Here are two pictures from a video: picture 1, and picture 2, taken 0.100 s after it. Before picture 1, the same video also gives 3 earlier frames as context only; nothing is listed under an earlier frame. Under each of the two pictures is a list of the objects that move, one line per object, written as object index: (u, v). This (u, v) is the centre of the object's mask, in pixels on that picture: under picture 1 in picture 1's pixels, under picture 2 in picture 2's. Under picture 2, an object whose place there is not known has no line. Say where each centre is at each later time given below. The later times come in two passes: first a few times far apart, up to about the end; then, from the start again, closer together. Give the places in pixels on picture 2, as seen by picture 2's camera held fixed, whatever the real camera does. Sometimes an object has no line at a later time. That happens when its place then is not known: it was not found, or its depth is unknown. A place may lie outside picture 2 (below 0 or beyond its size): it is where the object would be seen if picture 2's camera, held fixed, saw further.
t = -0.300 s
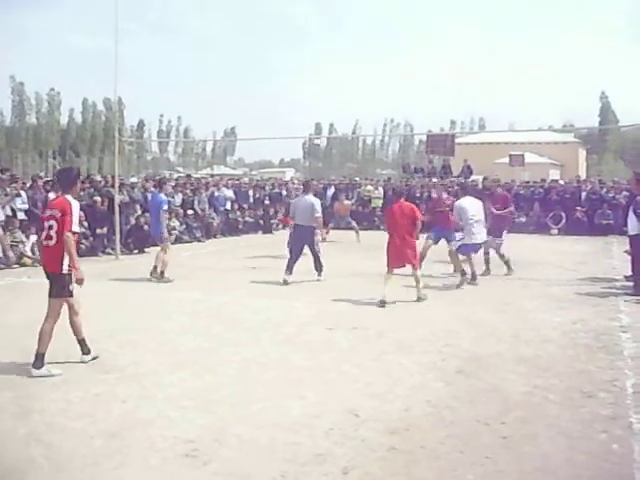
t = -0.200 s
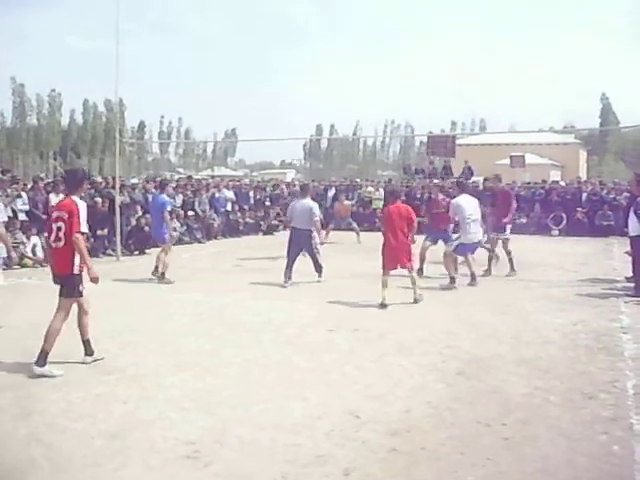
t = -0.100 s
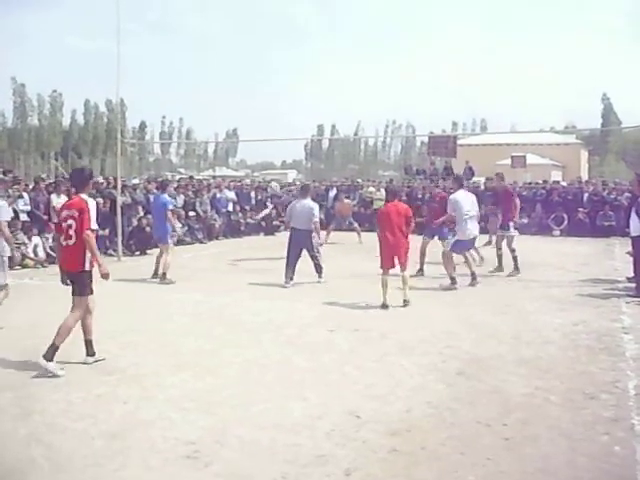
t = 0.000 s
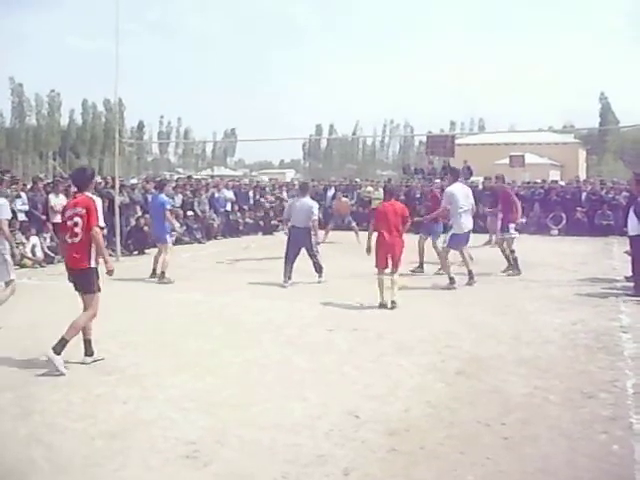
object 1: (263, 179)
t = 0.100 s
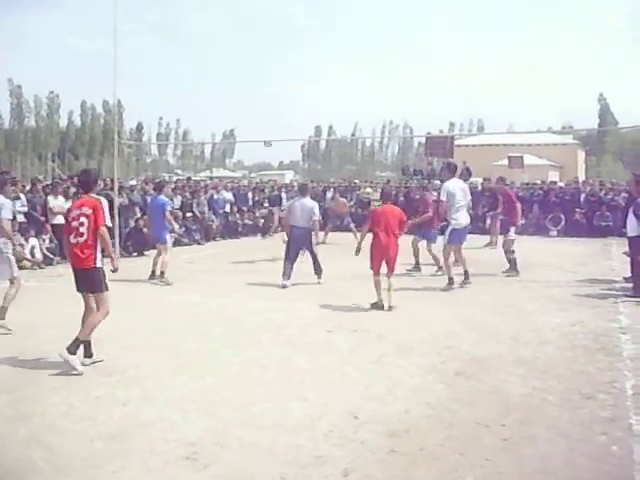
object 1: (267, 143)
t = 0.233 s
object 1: (275, 99)
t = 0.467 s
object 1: (288, 48)
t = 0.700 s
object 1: (299, 25)
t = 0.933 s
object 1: (310, 28)
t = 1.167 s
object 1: (323, 54)
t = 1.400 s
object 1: (335, 103)
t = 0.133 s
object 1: (269, 131)
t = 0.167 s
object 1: (271, 119)
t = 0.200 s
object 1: (273, 109)
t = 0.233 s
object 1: (275, 99)
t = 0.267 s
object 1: (277, 90)
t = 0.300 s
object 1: (279, 81)
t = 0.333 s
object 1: (281, 73)
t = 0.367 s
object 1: (283, 66)
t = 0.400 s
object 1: (284, 59)
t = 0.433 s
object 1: (286, 53)
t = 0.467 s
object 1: (288, 48)
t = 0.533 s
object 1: (291, 38)
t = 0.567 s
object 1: (293, 35)
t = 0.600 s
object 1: (294, 31)
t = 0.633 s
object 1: (296, 29)
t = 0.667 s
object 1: (298, 26)
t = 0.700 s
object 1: (299, 25)
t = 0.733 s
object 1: (301, 24)
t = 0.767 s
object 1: (303, 23)
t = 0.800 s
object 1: (304, 23)
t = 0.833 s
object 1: (306, 23)
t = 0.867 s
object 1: (307, 24)
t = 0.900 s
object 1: (309, 26)
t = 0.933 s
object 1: (310, 28)
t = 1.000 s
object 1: (314, 33)
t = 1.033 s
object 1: (316, 36)
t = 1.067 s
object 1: (317, 40)
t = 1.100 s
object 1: (319, 44)
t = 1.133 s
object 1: (321, 49)
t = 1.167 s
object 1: (323, 54)
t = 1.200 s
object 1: (324, 59)
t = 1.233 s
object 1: (326, 66)
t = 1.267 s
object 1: (328, 72)
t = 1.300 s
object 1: (330, 79)
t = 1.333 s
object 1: (332, 87)
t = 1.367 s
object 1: (333, 95)
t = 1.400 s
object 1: (335, 103)
